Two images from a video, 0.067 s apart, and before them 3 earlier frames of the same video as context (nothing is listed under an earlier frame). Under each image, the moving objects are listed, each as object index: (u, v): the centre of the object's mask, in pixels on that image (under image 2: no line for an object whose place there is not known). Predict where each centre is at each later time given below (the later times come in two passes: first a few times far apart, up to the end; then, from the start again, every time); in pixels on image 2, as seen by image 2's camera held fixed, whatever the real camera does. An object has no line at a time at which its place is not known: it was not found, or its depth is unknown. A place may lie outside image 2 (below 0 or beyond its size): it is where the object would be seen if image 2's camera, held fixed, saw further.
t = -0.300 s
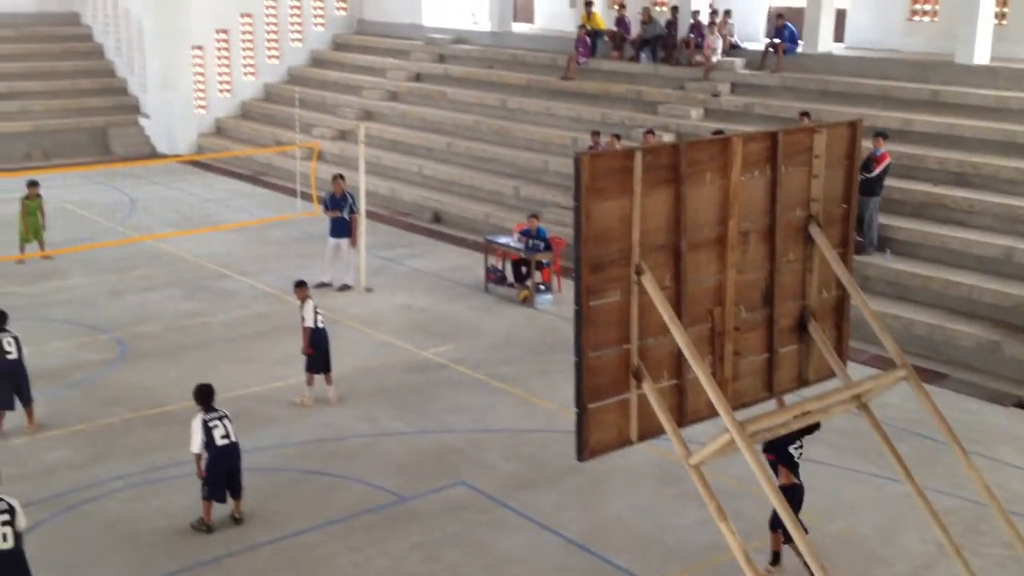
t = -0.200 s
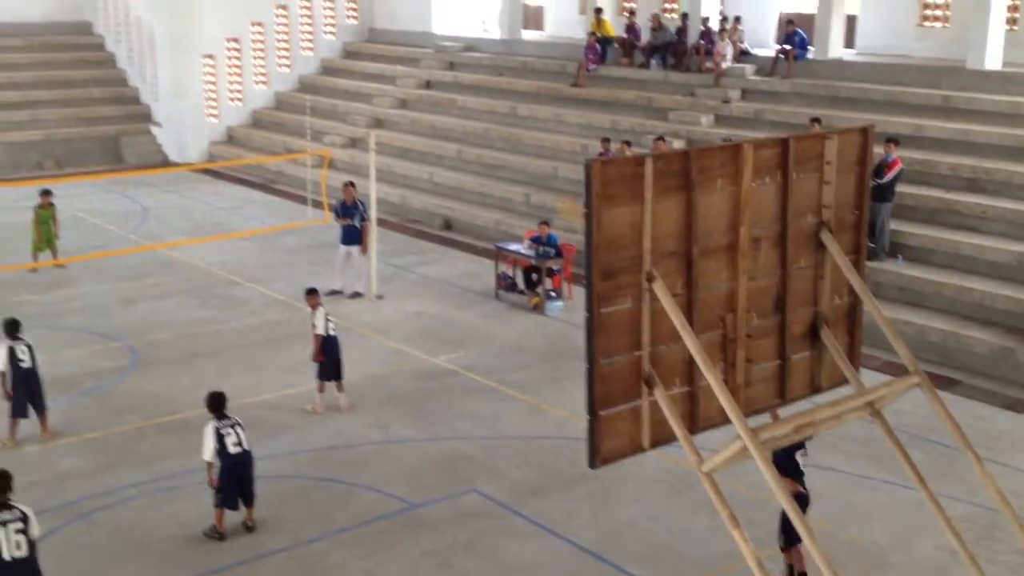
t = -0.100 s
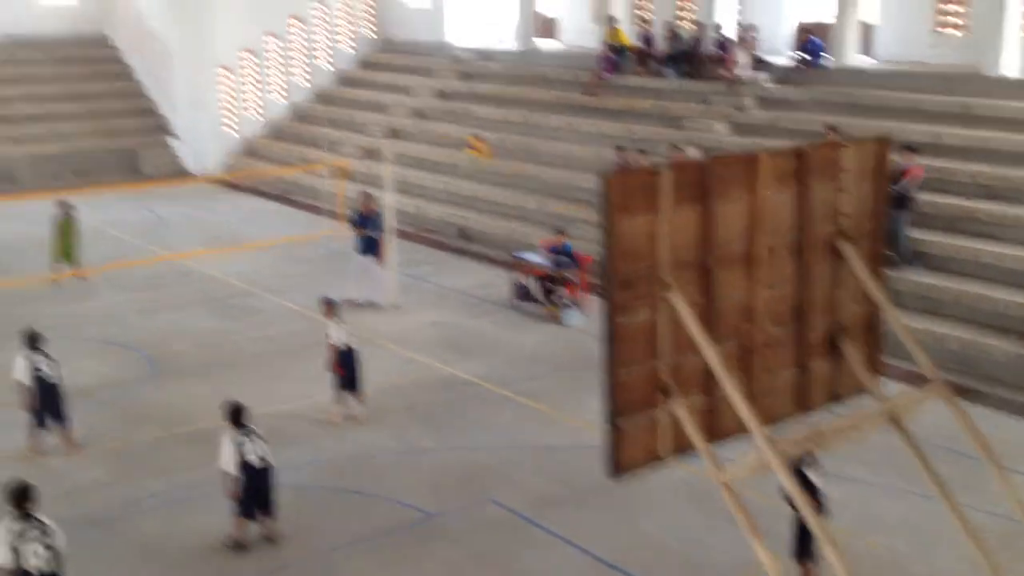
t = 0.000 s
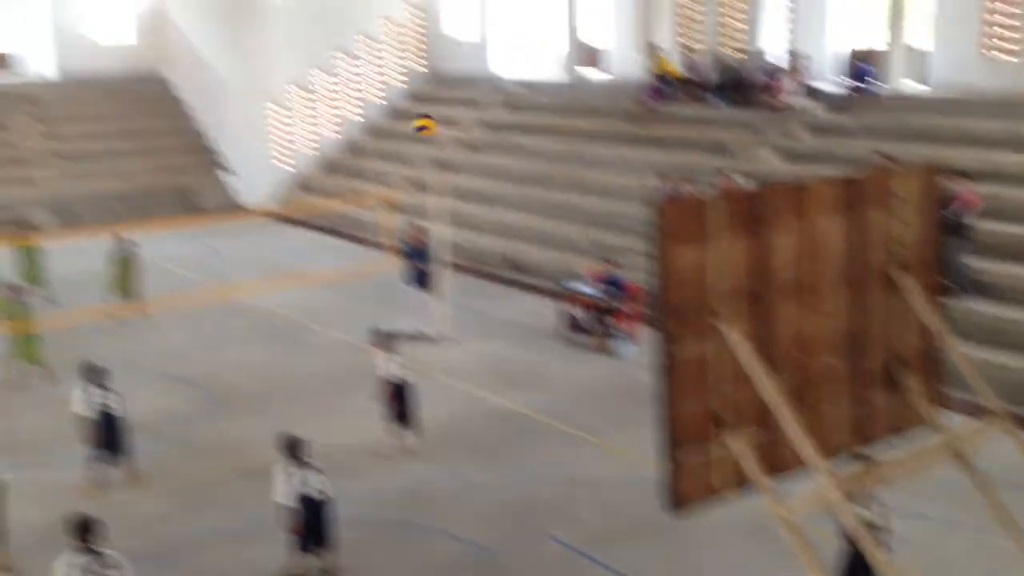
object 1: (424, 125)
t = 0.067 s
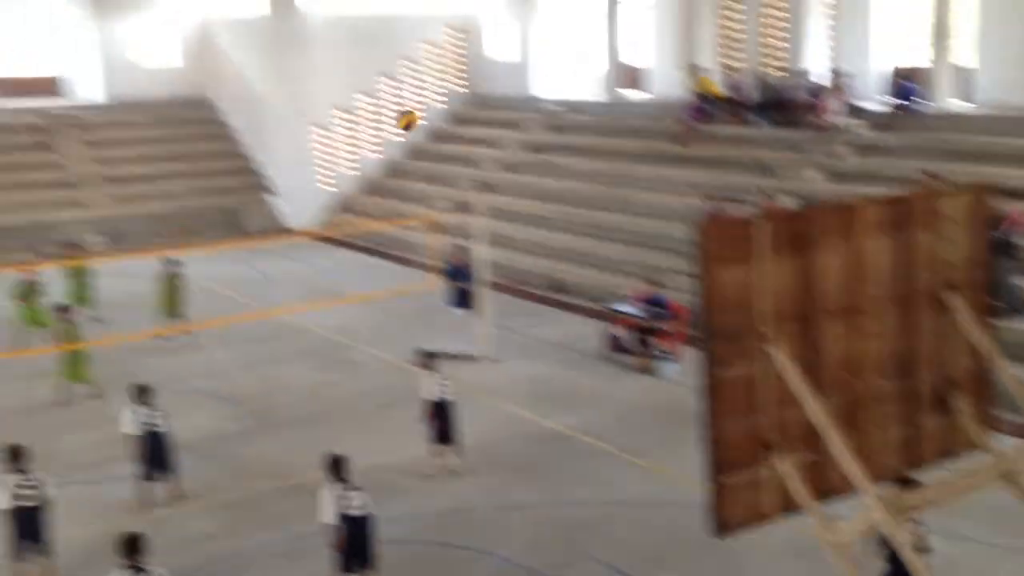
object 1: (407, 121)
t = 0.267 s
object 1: (269, 78)
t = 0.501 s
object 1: (148, 78)
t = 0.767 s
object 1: (50, 129)
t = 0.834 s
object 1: (31, 150)
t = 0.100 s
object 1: (381, 110)
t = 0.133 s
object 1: (357, 101)
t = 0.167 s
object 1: (334, 94)
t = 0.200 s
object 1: (311, 87)
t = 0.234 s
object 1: (290, 81)
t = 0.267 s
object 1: (269, 78)
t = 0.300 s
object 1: (248, 75)
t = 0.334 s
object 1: (230, 73)
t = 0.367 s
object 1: (212, 72)
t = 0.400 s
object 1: (195, 73)
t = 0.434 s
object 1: (179, 74)
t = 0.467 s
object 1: (163, 76)
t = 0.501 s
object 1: (148, 78)
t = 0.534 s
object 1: (134, 82)
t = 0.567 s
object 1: (120, 87)
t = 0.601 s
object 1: (107, 92)
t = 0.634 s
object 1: (94, 98)
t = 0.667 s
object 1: (82, 105)
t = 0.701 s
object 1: (70, 113)
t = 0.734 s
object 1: (60, 121)
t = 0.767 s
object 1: (50, 129)
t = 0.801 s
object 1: (41, 140)
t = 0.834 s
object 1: (31, 150)
